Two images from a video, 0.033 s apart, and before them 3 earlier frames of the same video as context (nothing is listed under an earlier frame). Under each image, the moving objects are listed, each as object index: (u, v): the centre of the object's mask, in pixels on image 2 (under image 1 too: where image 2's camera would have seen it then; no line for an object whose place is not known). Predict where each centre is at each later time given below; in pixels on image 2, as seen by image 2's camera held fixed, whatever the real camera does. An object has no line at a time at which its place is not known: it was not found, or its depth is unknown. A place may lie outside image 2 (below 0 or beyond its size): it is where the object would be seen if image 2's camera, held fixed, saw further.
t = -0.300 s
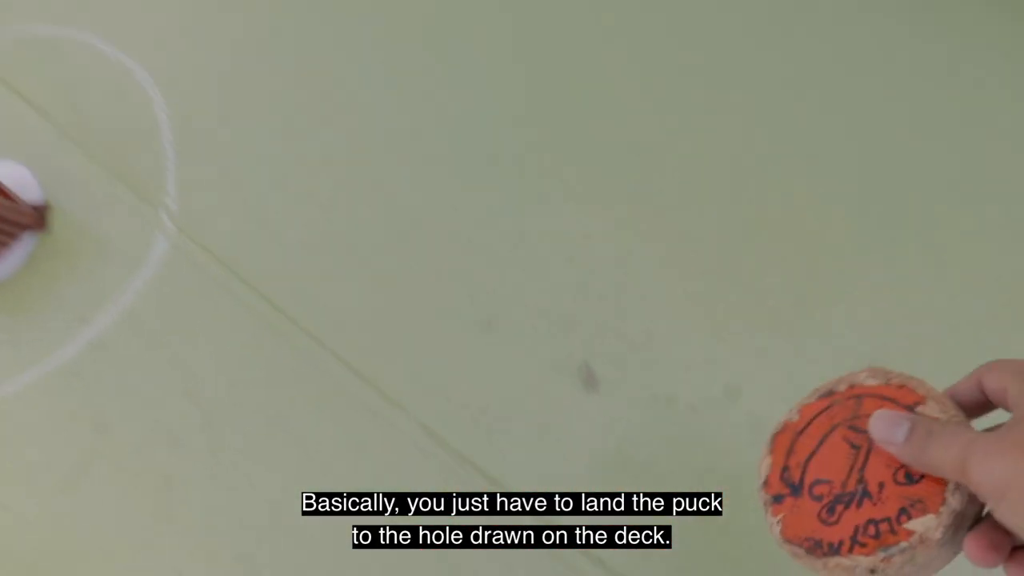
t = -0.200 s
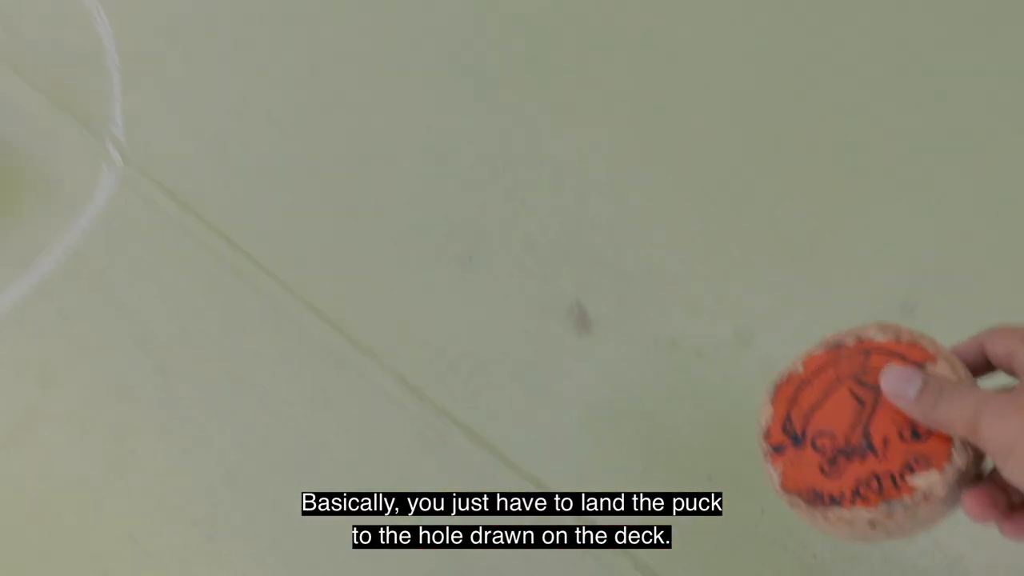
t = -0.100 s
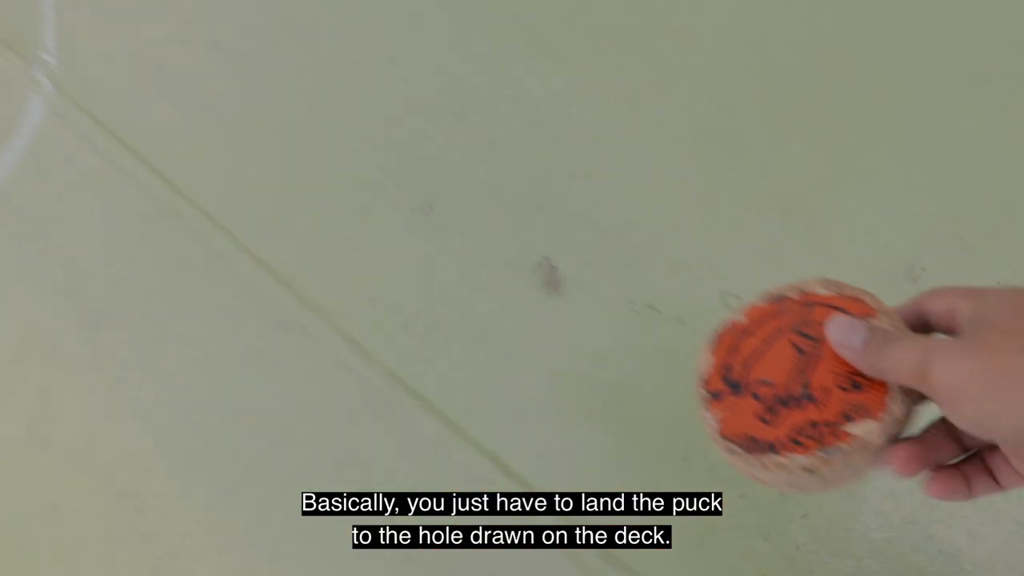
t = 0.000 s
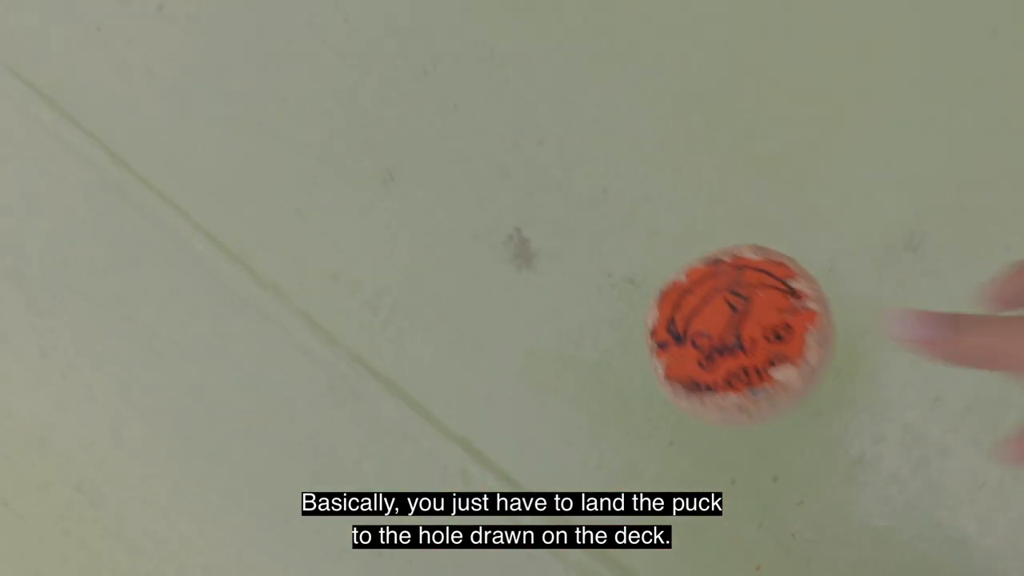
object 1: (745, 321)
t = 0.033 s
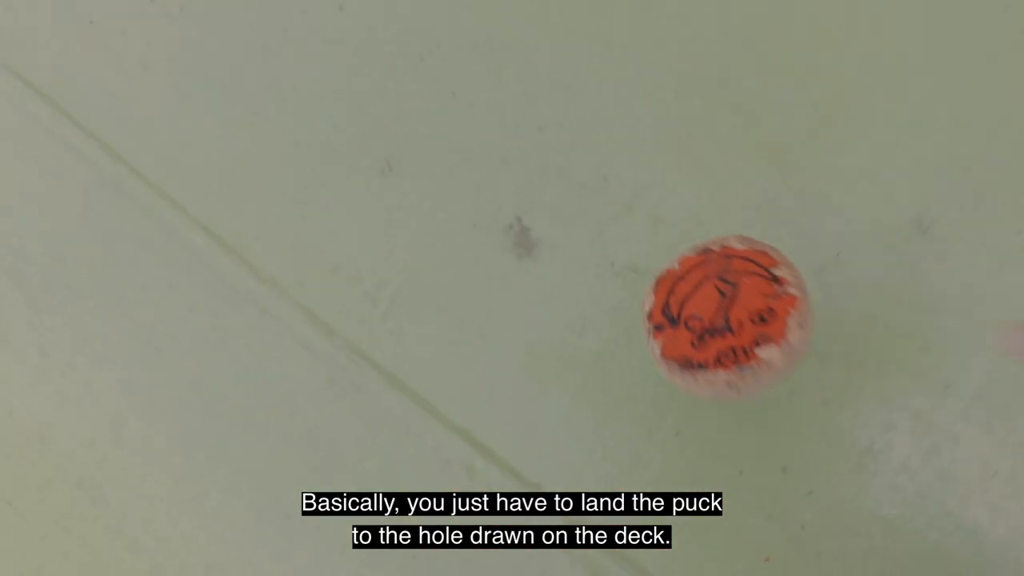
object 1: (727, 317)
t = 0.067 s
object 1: (715, 315)
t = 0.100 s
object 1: (711, 312)
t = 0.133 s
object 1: (706, 305)
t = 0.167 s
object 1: (695, 296)
